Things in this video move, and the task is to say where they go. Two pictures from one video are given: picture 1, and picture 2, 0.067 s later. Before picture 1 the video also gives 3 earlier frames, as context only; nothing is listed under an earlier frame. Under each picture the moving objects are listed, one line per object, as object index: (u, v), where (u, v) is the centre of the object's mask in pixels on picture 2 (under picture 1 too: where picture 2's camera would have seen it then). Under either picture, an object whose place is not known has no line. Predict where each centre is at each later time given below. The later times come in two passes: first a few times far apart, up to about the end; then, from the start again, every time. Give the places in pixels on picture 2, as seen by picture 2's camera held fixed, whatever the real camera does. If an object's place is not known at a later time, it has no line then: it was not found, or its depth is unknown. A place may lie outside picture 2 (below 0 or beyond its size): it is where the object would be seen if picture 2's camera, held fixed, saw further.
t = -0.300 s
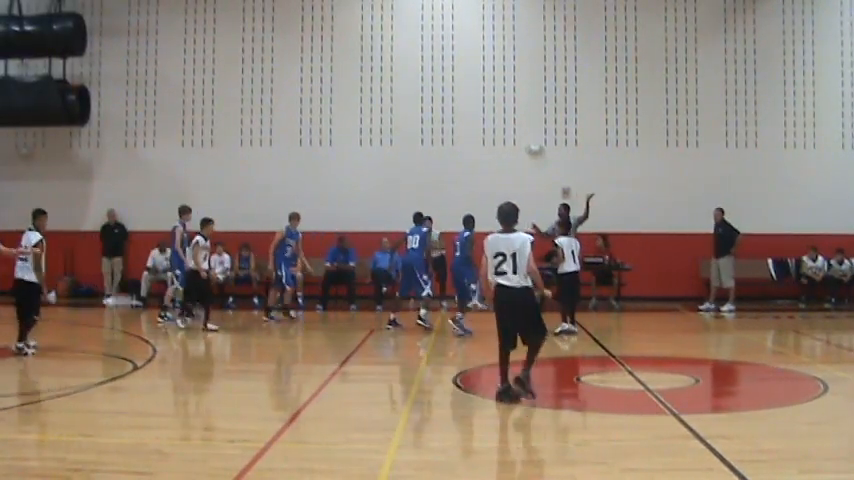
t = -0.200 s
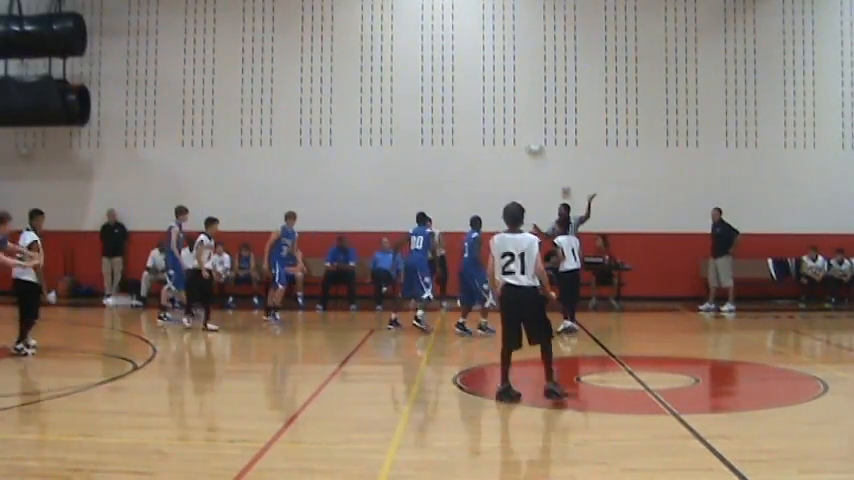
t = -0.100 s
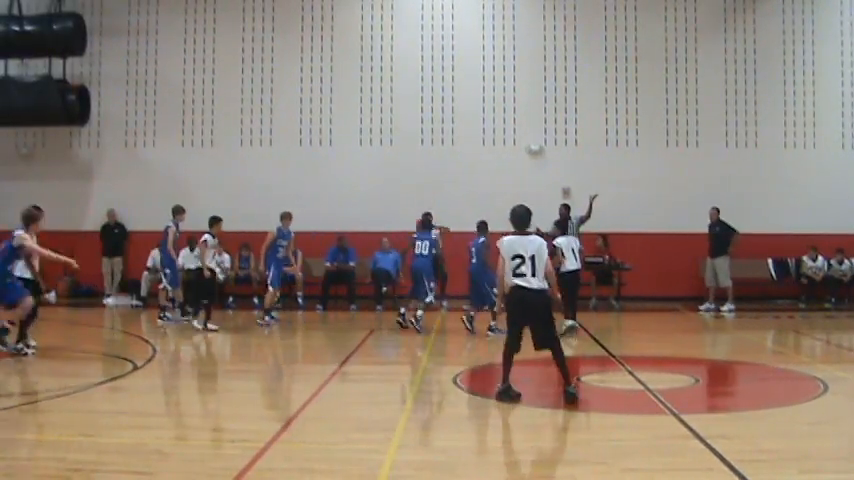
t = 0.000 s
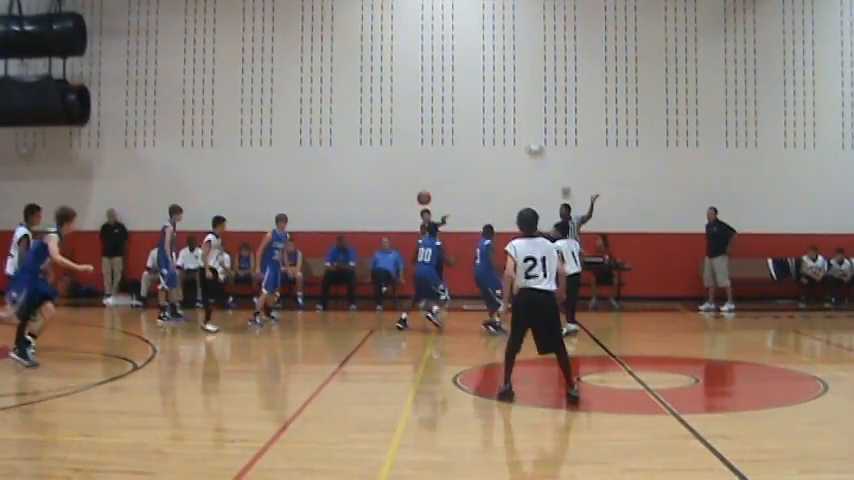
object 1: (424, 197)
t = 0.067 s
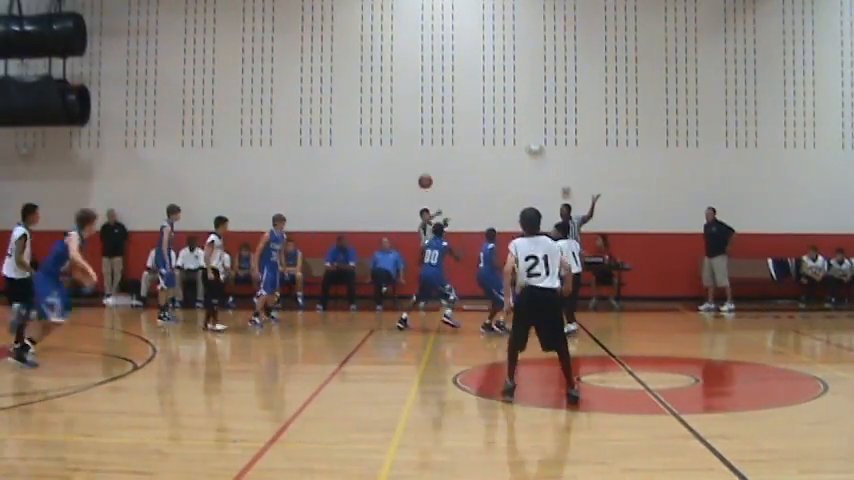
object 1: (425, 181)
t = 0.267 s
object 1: (430, 142)
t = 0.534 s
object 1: (441, 122)
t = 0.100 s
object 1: (425, 173)
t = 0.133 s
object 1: (426, 165)
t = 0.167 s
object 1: (427, 159)
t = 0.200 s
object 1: (428, 152)
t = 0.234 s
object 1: (429, 146)
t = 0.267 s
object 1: (430, 142)
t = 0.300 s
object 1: (431, 137)
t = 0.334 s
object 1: (432, 133)
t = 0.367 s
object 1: (434, 129)
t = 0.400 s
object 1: (435, 127)
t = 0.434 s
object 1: (437, 124)
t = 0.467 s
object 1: (438, 122)
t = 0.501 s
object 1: (439, 122)
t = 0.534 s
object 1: (441, 122)
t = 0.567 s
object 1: (443, 123)
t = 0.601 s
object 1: (444, 125)
